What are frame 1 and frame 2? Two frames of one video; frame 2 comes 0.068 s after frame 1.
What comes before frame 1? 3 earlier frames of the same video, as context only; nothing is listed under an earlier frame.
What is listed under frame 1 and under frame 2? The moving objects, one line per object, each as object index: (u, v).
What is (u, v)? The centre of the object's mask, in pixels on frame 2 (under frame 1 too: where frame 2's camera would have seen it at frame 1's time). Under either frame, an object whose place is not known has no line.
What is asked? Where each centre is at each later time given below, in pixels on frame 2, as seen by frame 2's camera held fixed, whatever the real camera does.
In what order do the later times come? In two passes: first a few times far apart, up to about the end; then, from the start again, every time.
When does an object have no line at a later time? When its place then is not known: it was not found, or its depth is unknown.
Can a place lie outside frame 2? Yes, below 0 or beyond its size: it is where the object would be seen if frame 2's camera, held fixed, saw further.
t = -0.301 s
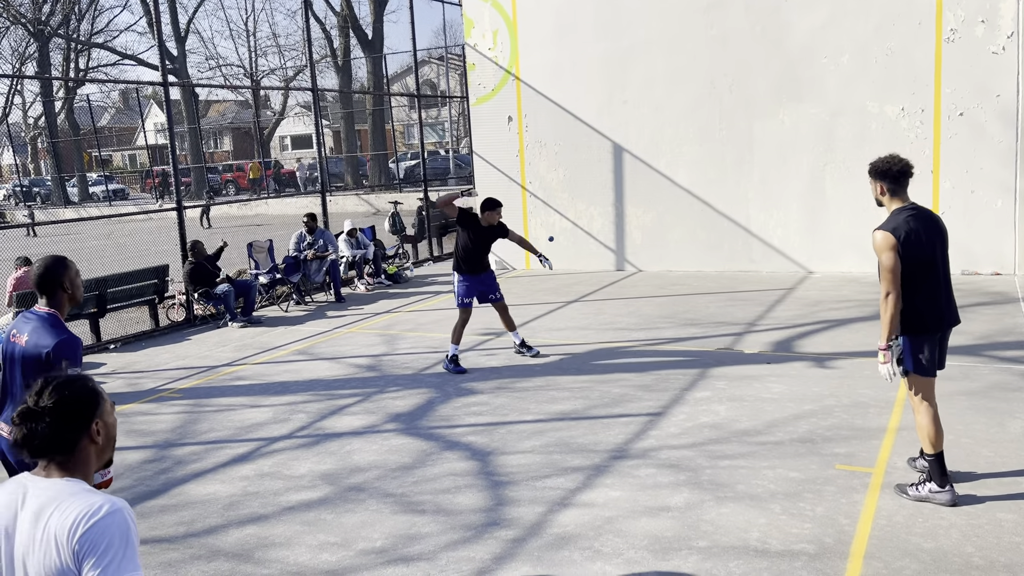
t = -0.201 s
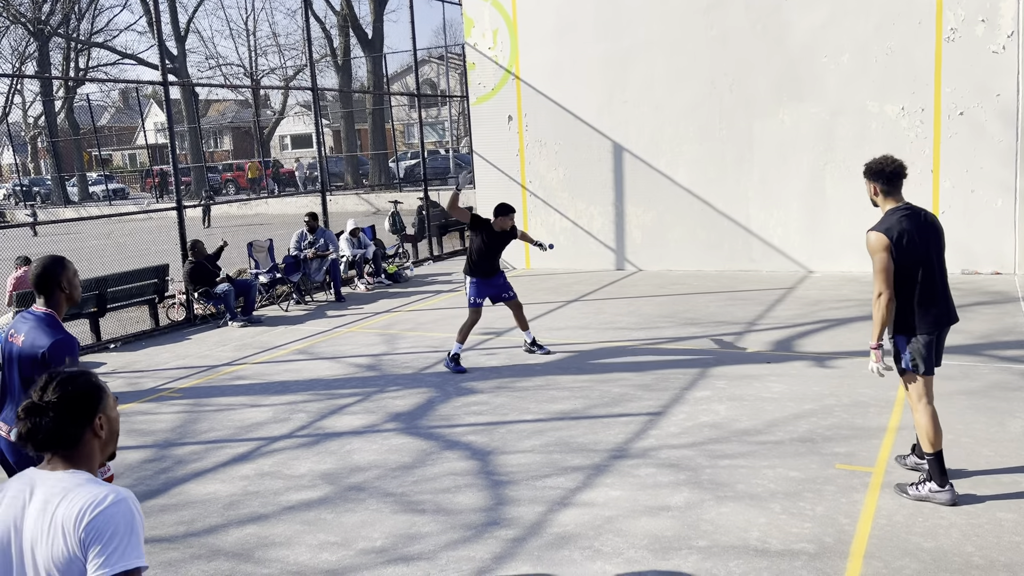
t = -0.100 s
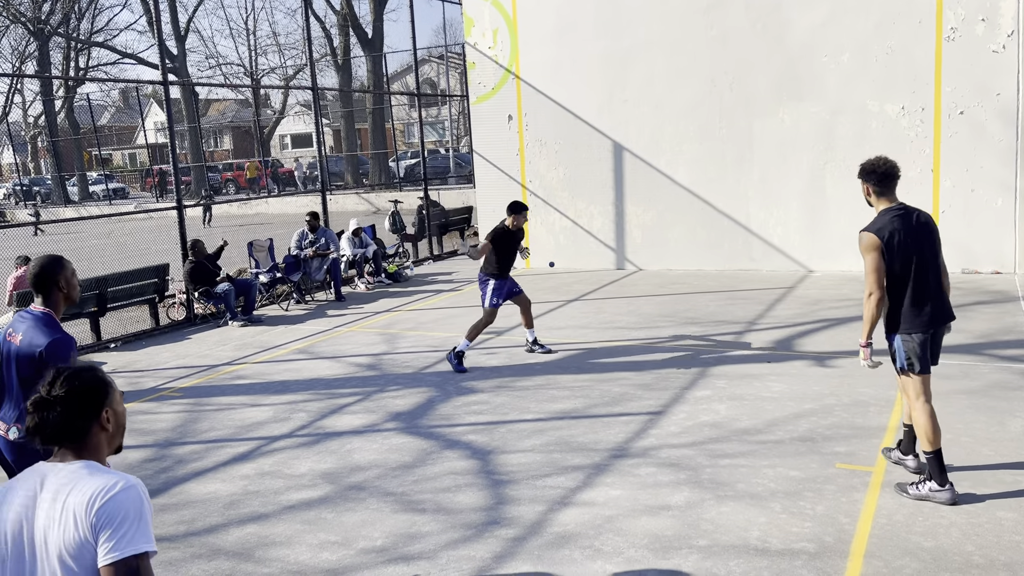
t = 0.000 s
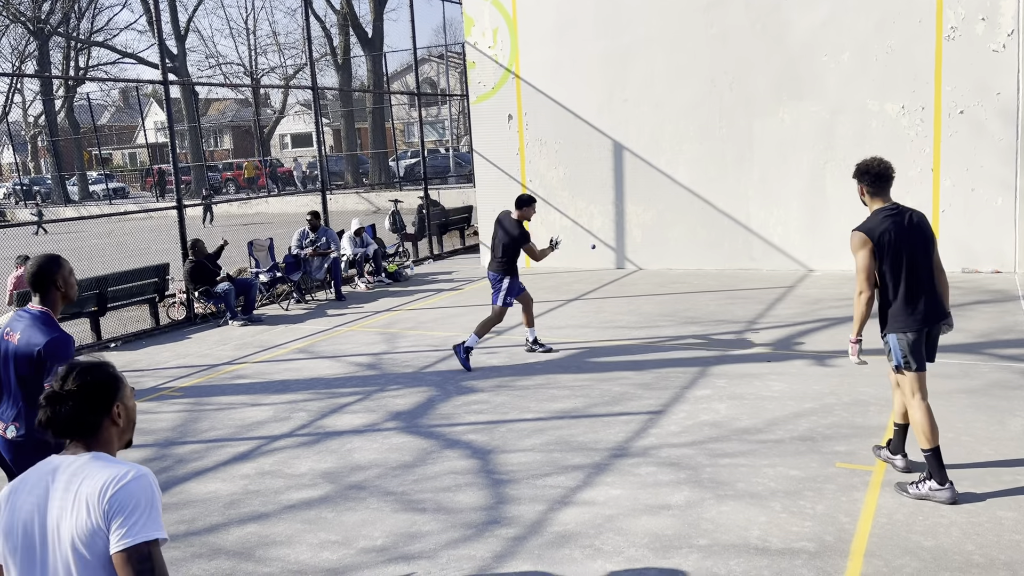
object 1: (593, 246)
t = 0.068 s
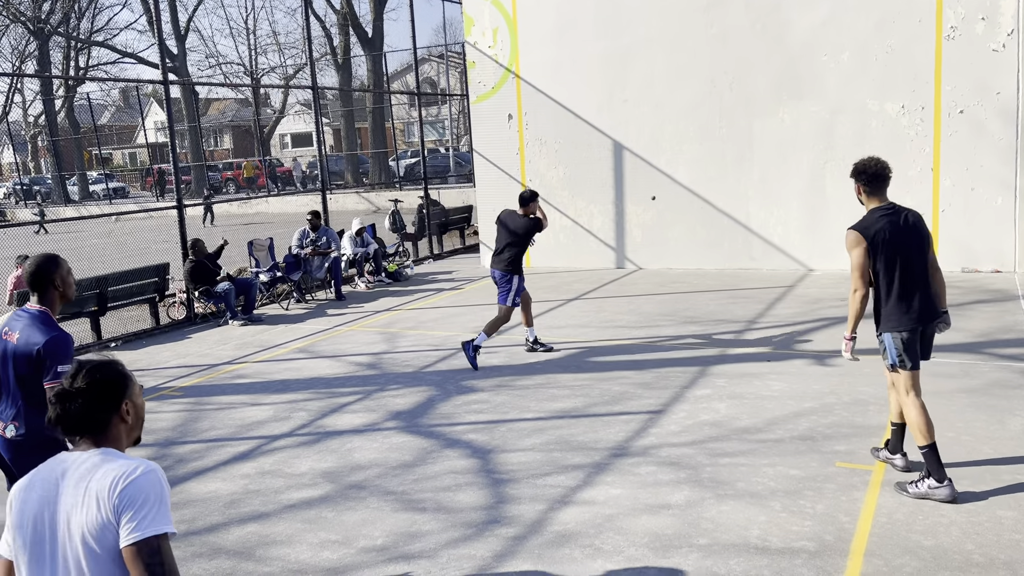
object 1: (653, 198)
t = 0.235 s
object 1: (742, 133)
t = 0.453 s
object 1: (710, 112)
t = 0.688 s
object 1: (660, 130)
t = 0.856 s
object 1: (606, 197)
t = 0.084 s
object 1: (666, 188)
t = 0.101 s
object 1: (678, 179)
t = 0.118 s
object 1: (689, 171)
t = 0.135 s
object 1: (700, 164)
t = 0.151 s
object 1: (710, 157)
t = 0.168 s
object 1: (719, 151)
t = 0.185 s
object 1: (728, 145)
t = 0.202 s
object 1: (737, 140)
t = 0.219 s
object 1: (746, 137)
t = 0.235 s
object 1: (742, 133)
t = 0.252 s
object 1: (740, 131)
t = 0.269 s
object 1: (738, 128)
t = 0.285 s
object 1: (736, 126)
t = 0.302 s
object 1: (733, 124)
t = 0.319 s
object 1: (731, 122)
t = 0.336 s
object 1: (729, 120)
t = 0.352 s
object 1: (726, 118)
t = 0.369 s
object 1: (724, 117)
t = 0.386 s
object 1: (721, 115)
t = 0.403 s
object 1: (718, 114)
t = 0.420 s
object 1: (715, 113)
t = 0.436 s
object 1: (713, 112)
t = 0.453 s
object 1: (710, 112)
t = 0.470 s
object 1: (707, 111)
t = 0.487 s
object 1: (704, 111)
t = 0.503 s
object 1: (701, 111)
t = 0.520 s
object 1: (698, 111)
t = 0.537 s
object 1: (694, 112)
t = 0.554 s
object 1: (691, 113)
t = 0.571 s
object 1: (688, 114)
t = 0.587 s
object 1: (684, 115)
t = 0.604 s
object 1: (681, 117)
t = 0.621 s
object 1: (677, 119)
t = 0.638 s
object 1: (673, 121)
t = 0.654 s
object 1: (669, 124)
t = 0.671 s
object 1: (664, 127)
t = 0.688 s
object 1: (660, 130)
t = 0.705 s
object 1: (655, 135)
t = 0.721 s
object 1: (651, 139)
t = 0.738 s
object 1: (646, 144)
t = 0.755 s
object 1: (641, 150)
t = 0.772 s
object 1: (636, 156)
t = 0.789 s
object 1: (630, 163)
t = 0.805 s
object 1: (625, 170)
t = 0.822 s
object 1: (619, 179)
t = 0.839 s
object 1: (613, 188)
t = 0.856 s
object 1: (606, 197)
